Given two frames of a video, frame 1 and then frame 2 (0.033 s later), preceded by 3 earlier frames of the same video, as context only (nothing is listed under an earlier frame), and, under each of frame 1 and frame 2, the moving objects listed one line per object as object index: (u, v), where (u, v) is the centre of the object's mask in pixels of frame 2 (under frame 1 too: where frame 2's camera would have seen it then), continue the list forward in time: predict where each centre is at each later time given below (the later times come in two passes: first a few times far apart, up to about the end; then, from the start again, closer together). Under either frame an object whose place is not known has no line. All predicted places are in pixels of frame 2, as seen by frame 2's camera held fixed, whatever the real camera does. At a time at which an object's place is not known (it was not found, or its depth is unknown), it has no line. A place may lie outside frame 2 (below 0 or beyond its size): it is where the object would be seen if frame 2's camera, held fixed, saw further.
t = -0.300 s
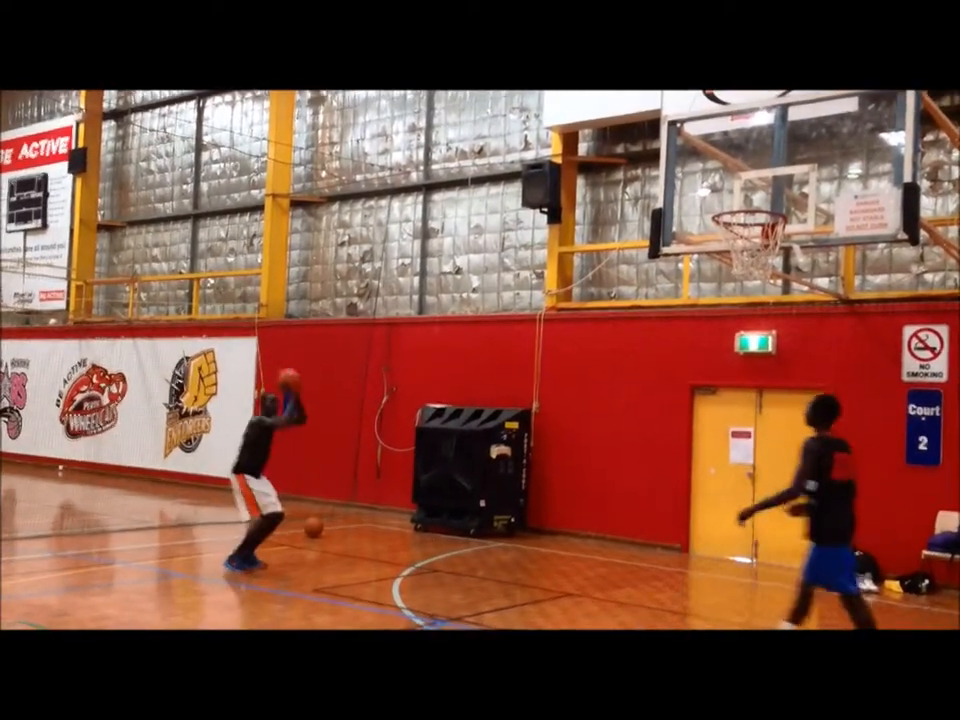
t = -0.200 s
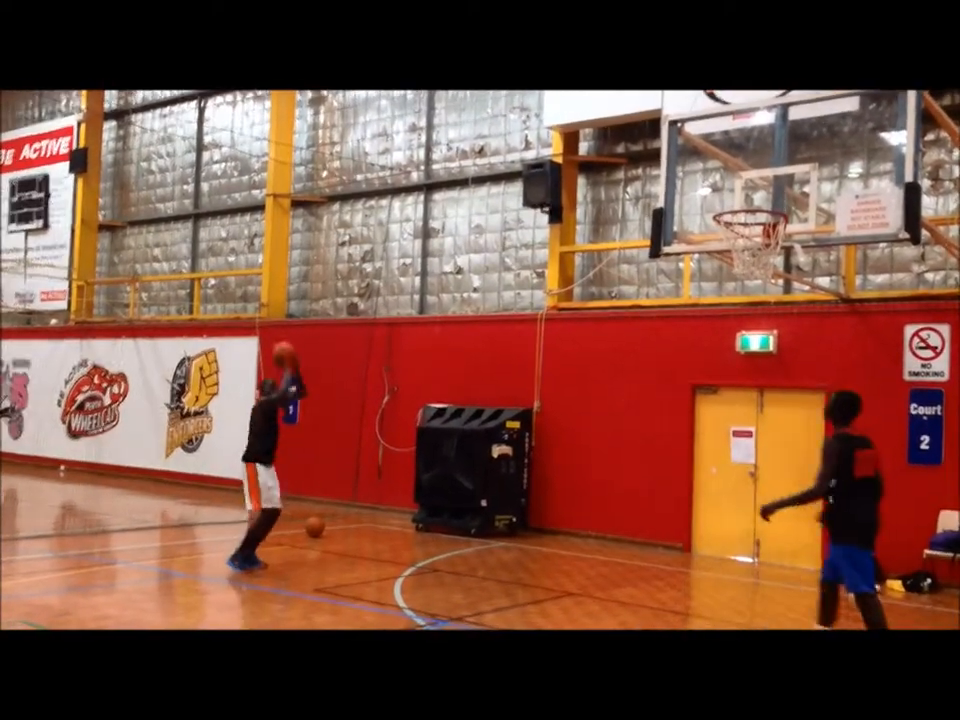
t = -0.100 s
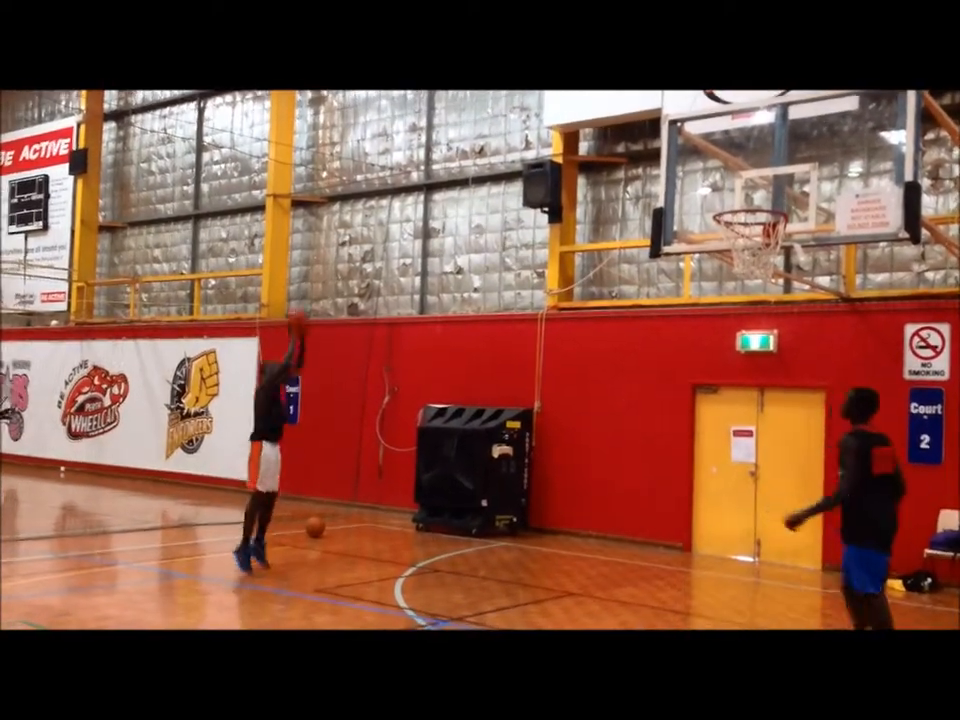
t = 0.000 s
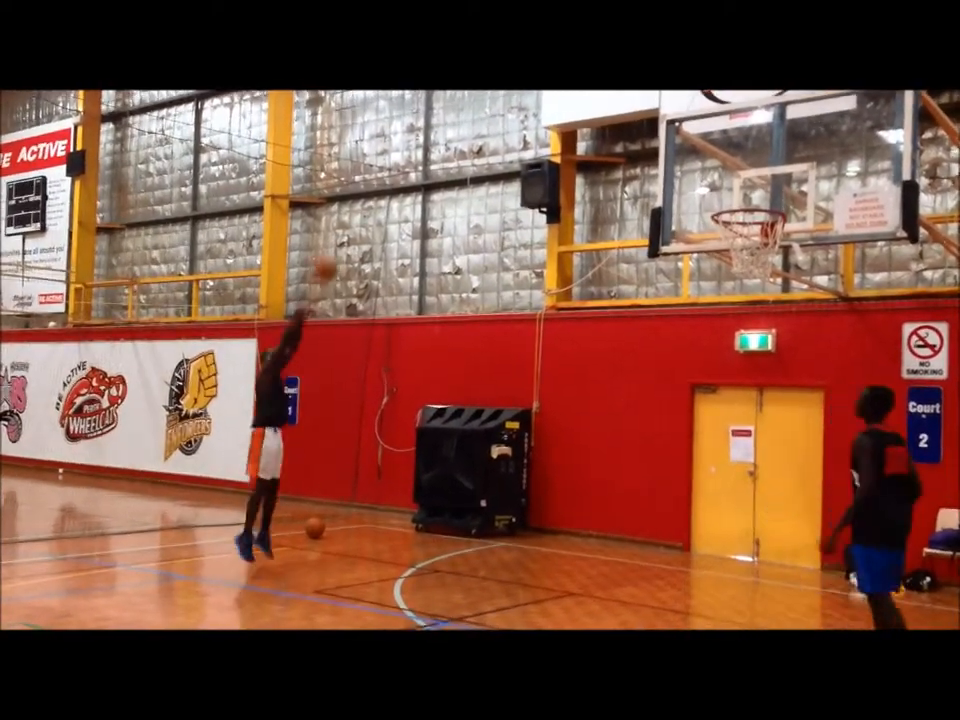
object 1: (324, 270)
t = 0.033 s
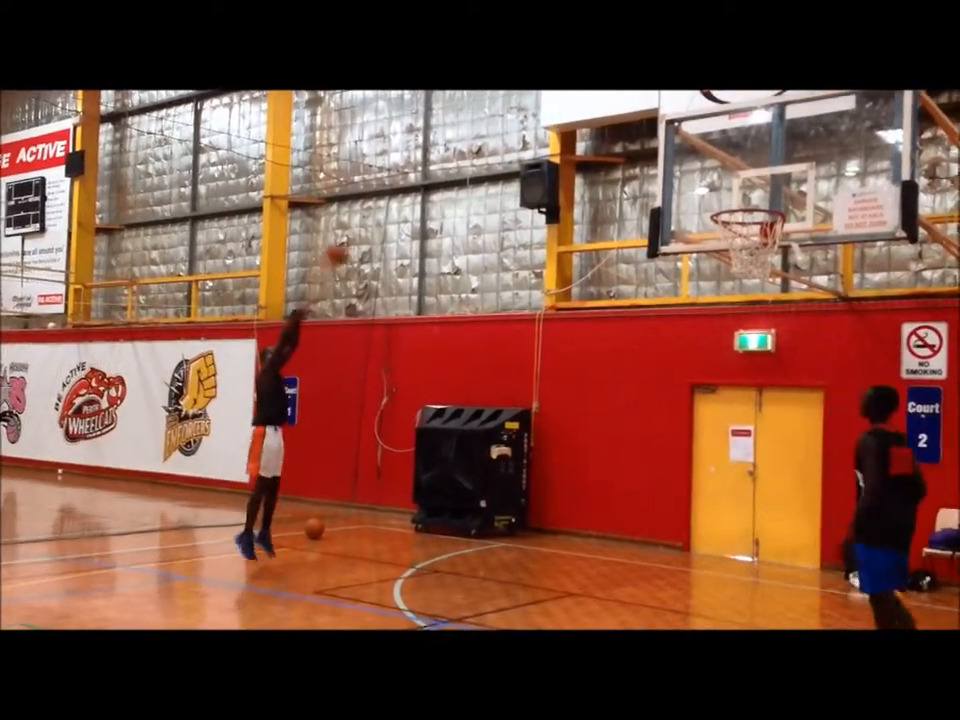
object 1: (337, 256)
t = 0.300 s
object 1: (438, 155)
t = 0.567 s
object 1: (558, 120)
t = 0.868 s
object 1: (722, 190)
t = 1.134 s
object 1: (738, 233)
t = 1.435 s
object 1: (770, 255)
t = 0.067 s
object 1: (347, 239)
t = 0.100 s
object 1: (361, 224)
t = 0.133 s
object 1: (373, 211)
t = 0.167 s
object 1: (384, 199)
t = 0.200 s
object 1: (399, 186)
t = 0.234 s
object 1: (410, 176)
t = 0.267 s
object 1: (424, 166)
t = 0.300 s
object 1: (438, 155)
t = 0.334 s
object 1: (452, 147)
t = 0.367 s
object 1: (466, 140)
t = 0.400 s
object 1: (481, 133)
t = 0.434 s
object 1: (496, 128)
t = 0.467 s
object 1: (510, 124)
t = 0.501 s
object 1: (526, 121)
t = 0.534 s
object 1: (541, 120)
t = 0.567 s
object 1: (558, 120)
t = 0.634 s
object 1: (592, 125)
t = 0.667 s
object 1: (610, 129)
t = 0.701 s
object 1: (627, 135)
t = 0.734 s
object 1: (645, 142)
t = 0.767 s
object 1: (664, 153)
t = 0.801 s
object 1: (681, 162)
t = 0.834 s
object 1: (704, 178)
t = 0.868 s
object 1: (722, 190)
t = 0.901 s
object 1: (743, 206)
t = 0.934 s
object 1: (759, 217)
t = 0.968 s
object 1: (761, 218)
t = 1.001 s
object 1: (752, 224)
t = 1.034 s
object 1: (738, 224)
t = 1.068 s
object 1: (733, 225)
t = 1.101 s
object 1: (732, 228)
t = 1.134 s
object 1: (738, 233)
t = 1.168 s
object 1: (742, 235)
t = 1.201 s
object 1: (748, 231)
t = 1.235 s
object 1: (751, 241)
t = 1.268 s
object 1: (760, 236)
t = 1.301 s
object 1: (765, 237)
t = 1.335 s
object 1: (768, 238)
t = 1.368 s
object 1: (769, 251)
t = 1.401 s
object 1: (774, 245)
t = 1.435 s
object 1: (770, 255)
